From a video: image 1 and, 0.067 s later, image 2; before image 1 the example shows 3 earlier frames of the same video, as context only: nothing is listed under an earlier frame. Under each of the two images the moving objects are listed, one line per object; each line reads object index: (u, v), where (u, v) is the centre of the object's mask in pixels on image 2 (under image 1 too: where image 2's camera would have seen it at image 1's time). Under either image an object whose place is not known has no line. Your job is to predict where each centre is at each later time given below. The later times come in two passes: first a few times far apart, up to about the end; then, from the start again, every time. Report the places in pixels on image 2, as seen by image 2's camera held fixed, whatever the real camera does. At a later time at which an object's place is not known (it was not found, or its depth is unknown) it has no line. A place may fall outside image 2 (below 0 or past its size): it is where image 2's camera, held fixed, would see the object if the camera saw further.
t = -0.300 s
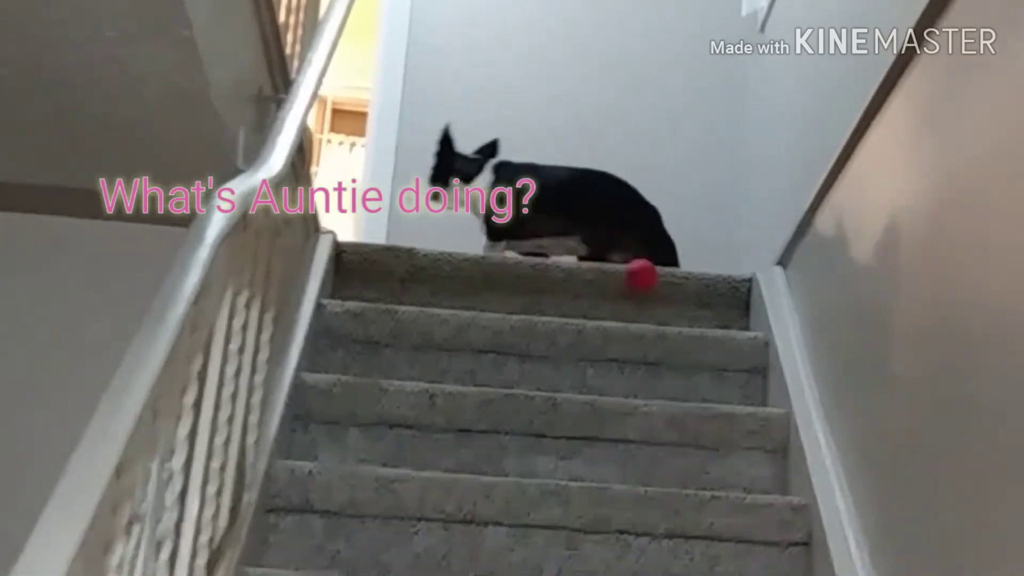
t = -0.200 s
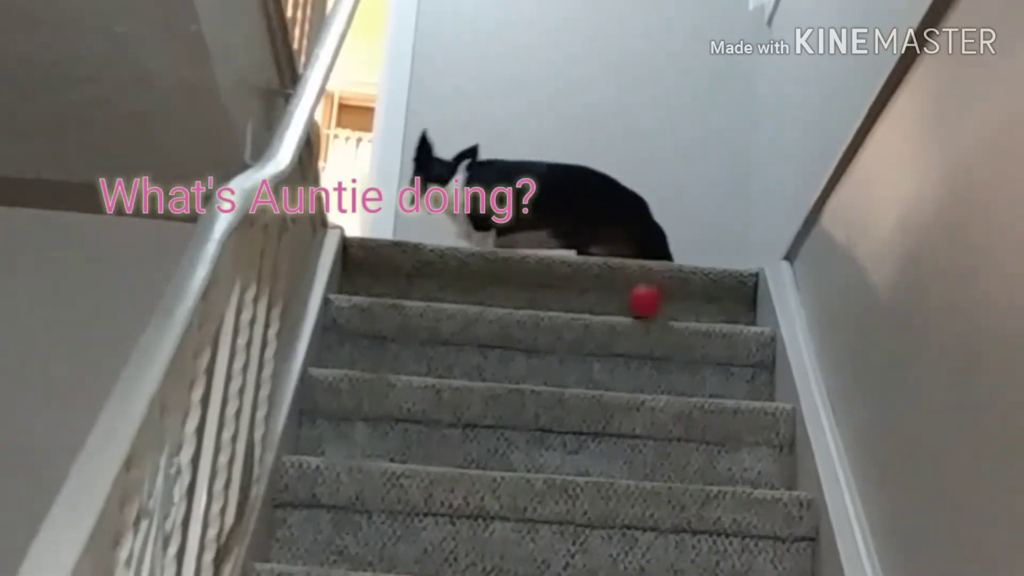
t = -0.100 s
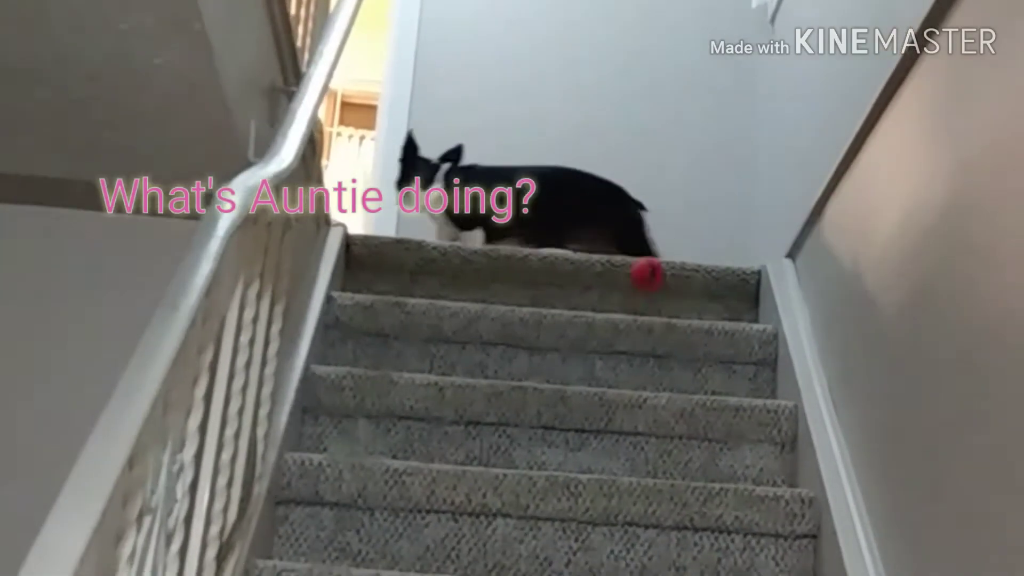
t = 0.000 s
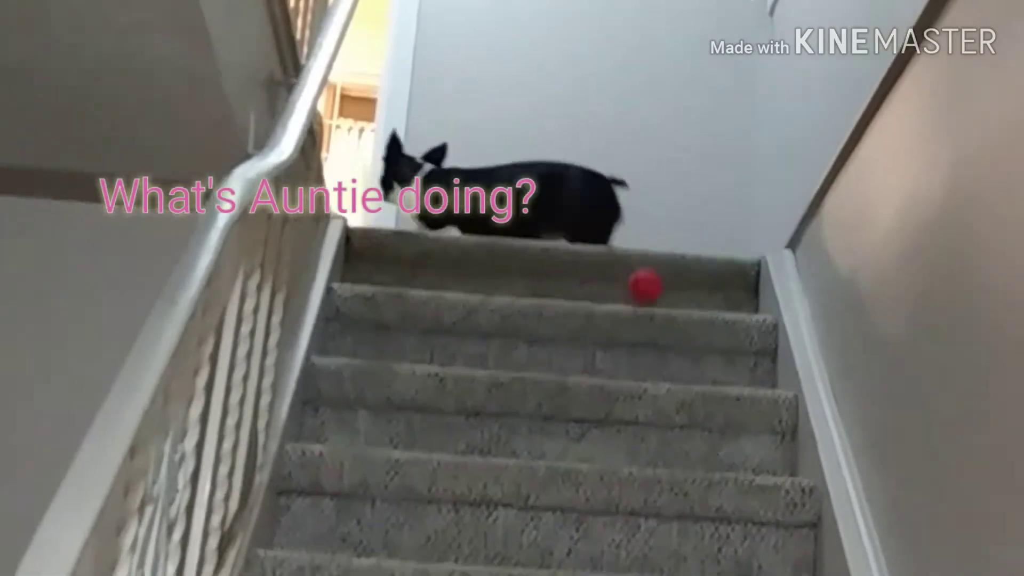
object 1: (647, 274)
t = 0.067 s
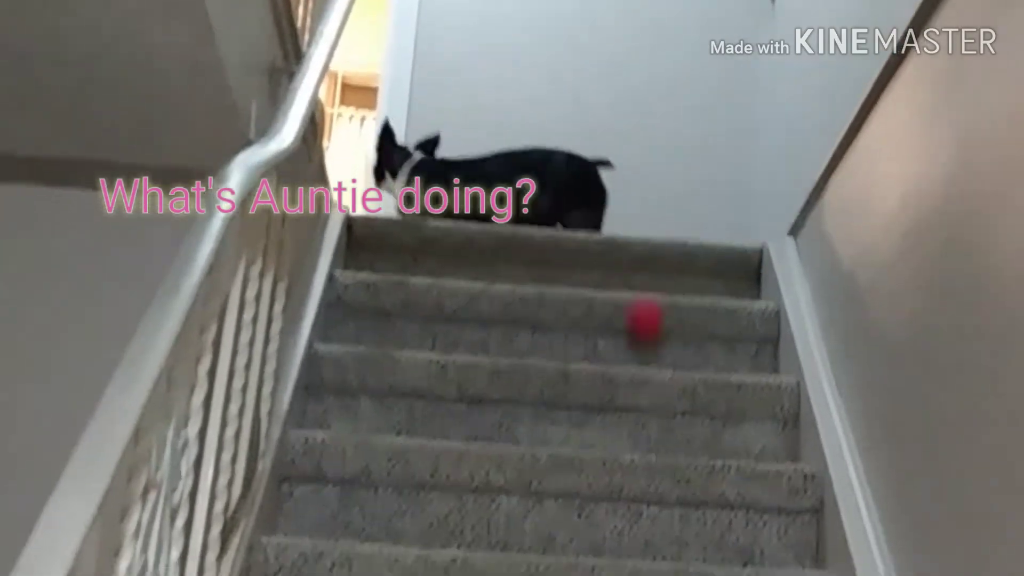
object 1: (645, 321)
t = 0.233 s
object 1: (639, 283)
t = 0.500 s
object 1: (622, 409)
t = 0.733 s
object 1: (604, 332)
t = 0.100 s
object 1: (643, 349)
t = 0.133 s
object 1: (641, 341)
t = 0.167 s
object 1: (642, 316)
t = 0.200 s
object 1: (640, 297)
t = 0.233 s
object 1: (639, 283)
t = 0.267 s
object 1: (638, 276)
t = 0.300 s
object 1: (637, 276)
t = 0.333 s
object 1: (636, 280)
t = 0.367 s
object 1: (634, 291)
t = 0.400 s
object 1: (632, 309)
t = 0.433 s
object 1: (628, 333)
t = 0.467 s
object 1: (626, 369)
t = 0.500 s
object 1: (622, 409)
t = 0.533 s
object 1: (620, 431)
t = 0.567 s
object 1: (618, 403)
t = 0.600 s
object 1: (615, 376)
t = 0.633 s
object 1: (612, 354)
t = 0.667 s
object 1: (609, 339)
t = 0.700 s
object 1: (607, 333)
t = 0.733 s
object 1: (604, 332)
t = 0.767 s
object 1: (600, 338)
